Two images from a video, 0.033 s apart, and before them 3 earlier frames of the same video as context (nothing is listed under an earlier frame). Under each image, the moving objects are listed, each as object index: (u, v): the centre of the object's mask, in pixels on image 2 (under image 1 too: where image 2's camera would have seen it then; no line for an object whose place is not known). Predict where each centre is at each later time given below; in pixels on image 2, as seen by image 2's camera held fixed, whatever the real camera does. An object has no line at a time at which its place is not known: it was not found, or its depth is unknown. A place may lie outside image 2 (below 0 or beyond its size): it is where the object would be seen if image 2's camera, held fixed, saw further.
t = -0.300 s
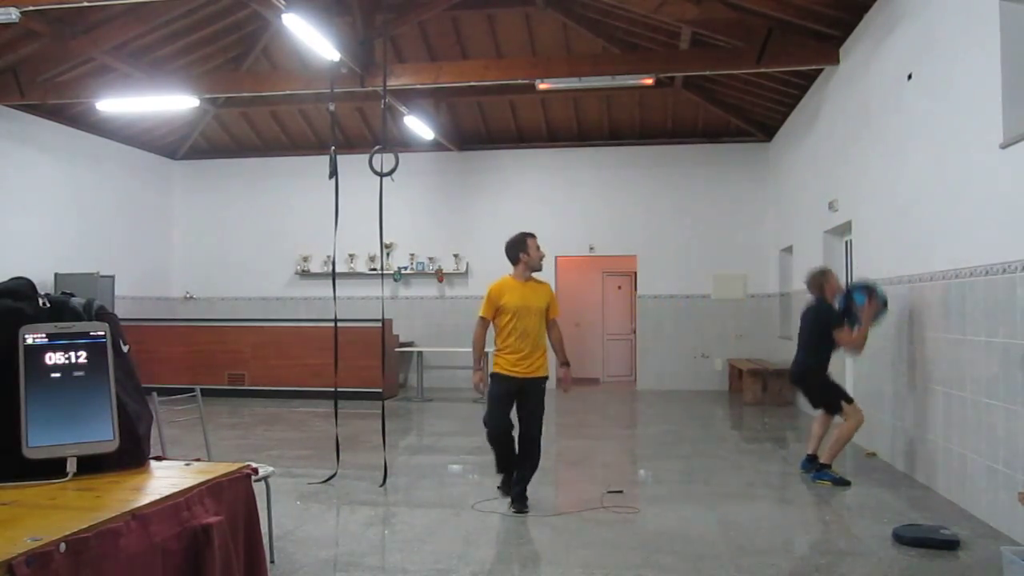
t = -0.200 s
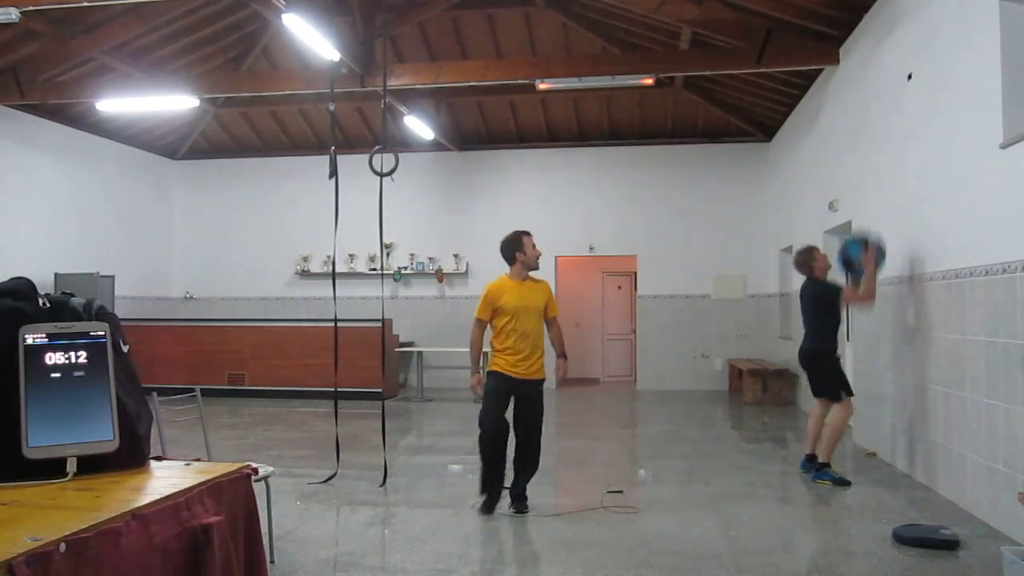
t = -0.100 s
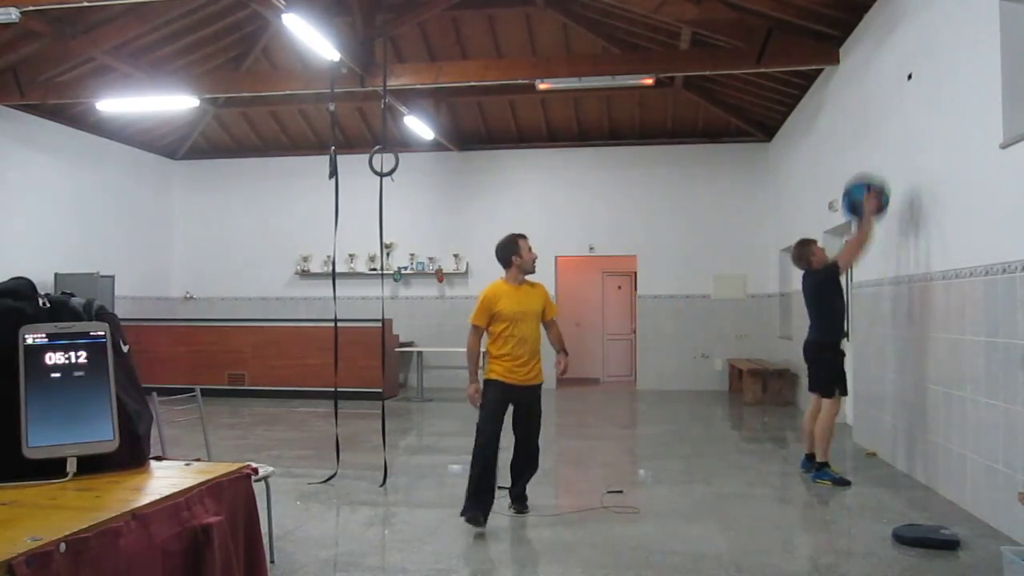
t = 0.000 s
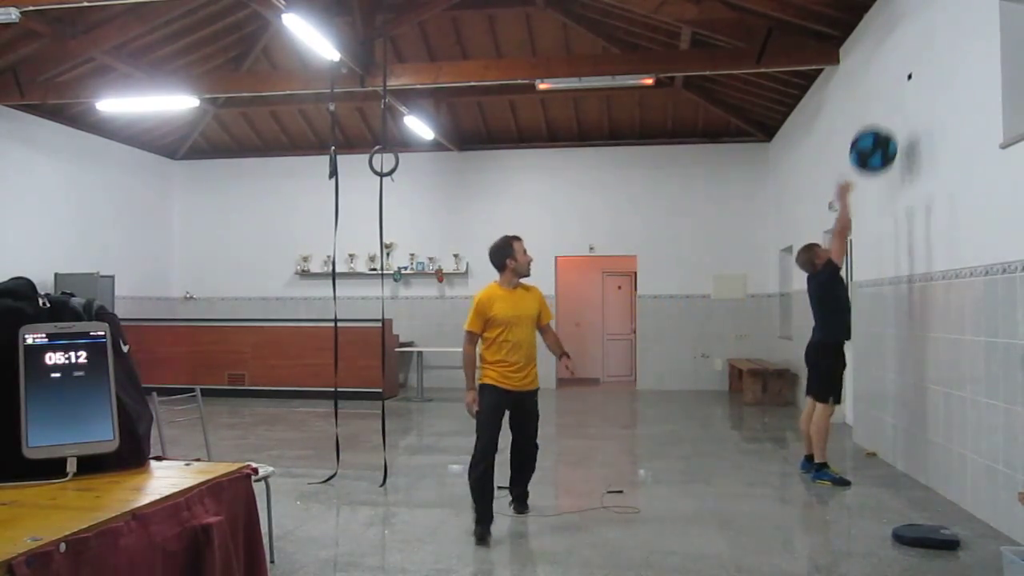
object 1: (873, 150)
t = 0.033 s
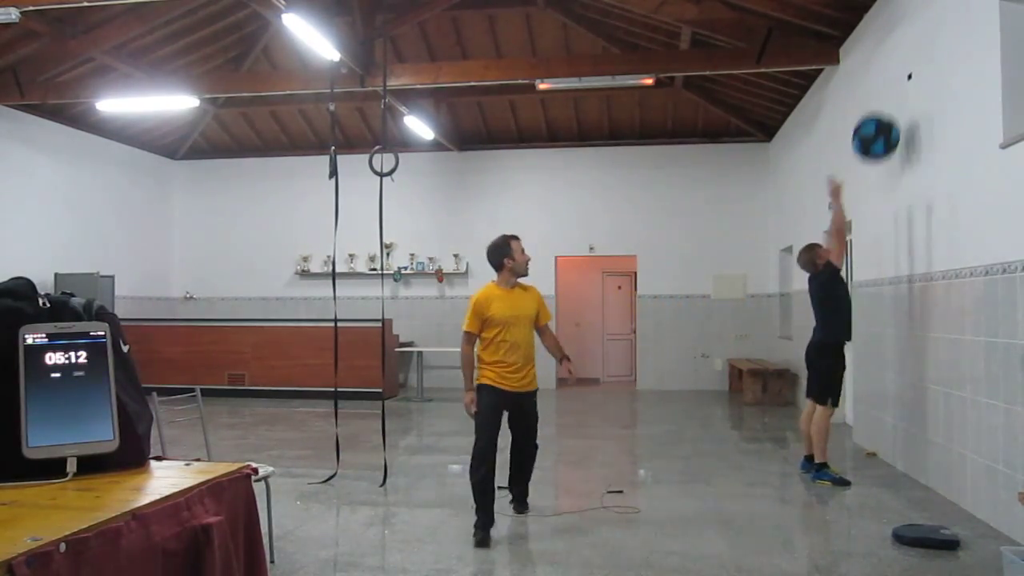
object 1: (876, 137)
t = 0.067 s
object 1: (878, 125)
